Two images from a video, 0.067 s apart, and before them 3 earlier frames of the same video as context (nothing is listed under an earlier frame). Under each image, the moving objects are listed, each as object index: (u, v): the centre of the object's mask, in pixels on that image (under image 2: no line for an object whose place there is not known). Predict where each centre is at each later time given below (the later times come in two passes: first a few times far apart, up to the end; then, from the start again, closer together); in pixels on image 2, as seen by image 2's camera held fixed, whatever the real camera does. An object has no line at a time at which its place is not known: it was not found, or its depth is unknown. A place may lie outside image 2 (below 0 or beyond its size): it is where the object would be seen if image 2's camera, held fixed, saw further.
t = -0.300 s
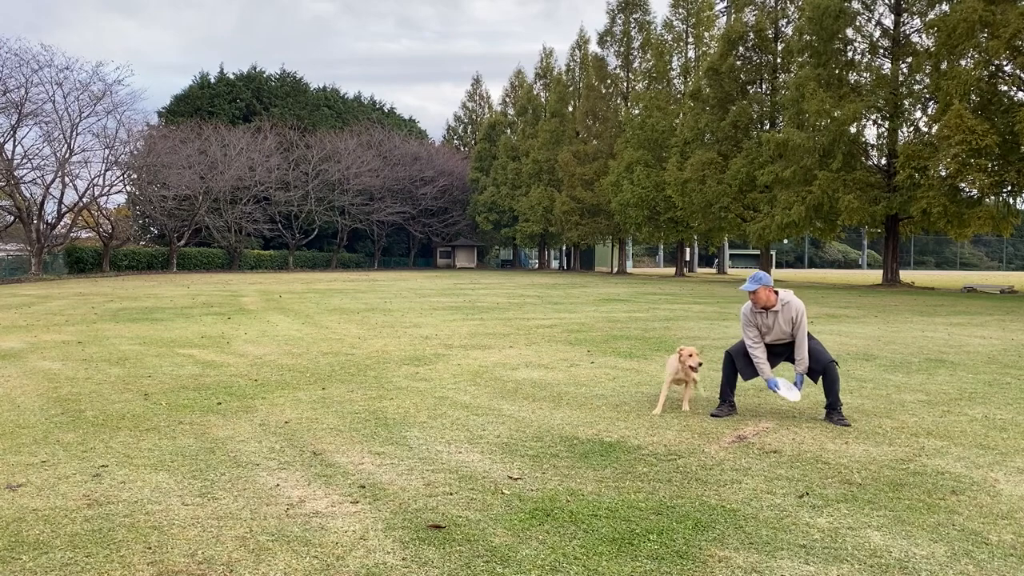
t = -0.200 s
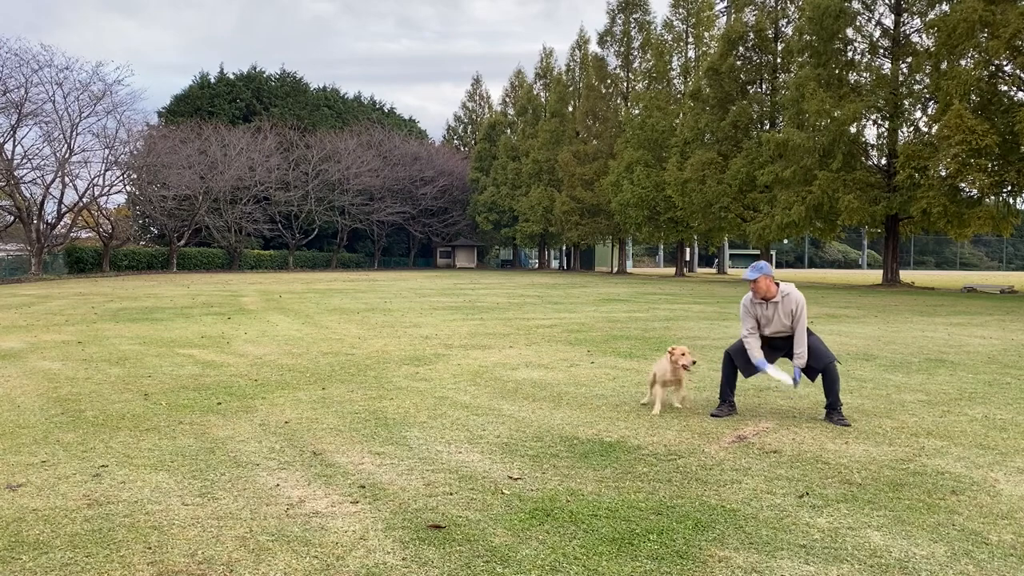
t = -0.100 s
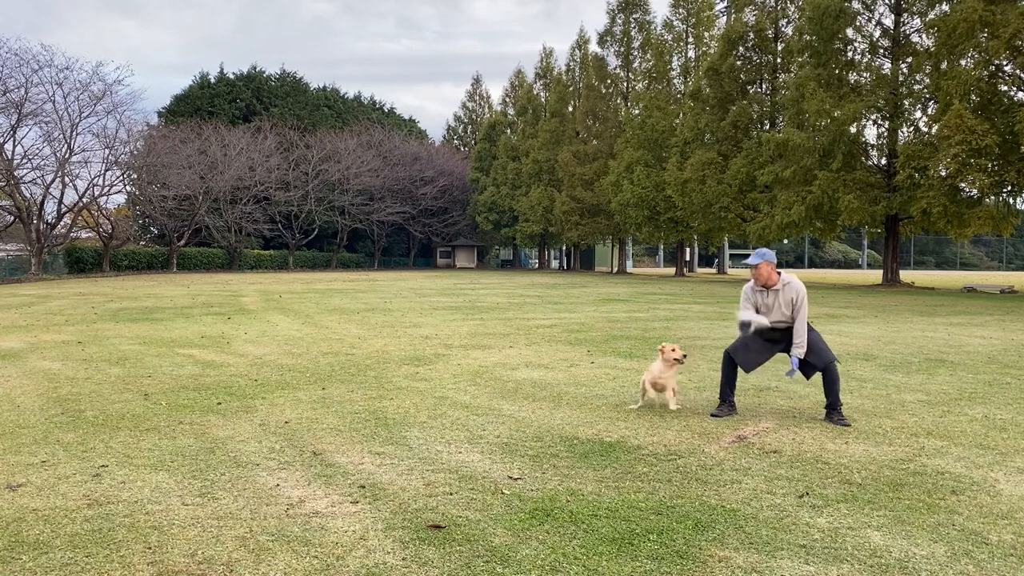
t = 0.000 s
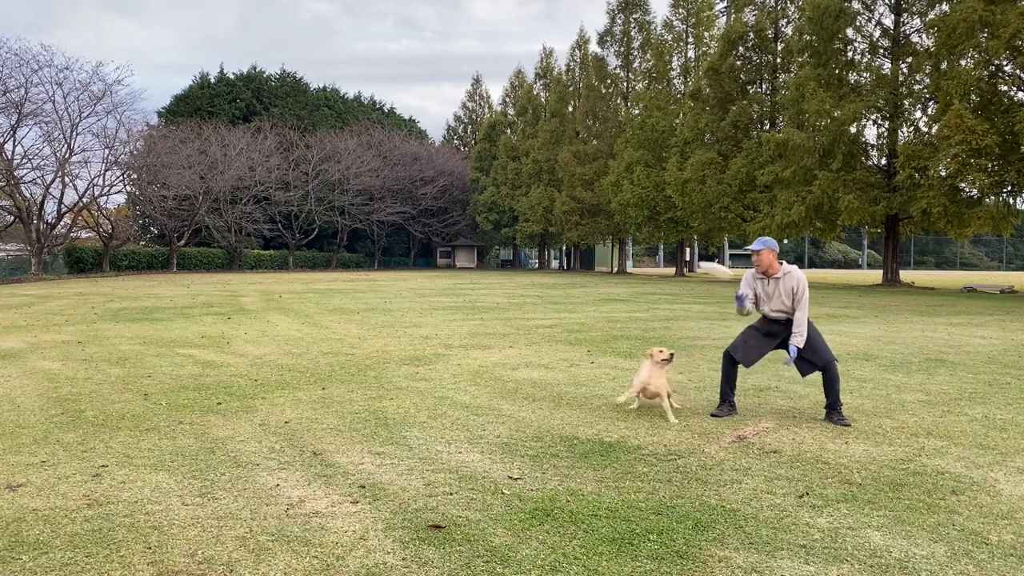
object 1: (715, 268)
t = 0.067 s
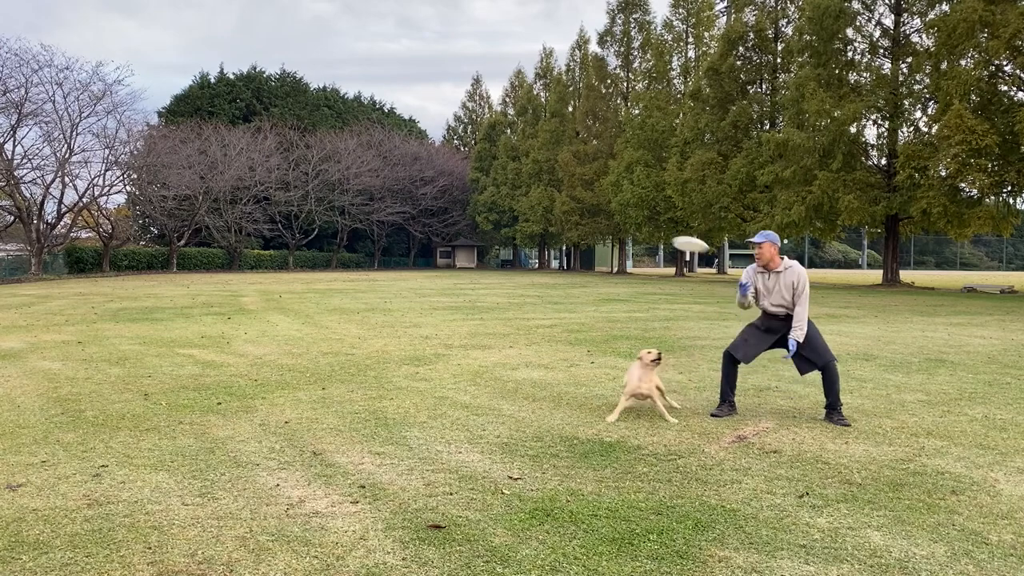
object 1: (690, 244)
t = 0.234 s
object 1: (624, 207)
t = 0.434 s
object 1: (540, 205)
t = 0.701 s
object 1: (428, 259)
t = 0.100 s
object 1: (677, 234)
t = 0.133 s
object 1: (664, 226)
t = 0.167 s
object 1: (652, 218)
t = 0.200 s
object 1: (638, 212)
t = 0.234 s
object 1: (624, 207)
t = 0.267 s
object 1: (610, 204)
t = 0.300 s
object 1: (596, 202)
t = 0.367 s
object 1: (569, 201)
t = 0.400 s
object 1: (554, 203)
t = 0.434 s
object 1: (540, 205)
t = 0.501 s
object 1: (512, 214)
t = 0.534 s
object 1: (498, 219)
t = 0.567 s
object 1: (484, 225)
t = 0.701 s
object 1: (428, 259)
